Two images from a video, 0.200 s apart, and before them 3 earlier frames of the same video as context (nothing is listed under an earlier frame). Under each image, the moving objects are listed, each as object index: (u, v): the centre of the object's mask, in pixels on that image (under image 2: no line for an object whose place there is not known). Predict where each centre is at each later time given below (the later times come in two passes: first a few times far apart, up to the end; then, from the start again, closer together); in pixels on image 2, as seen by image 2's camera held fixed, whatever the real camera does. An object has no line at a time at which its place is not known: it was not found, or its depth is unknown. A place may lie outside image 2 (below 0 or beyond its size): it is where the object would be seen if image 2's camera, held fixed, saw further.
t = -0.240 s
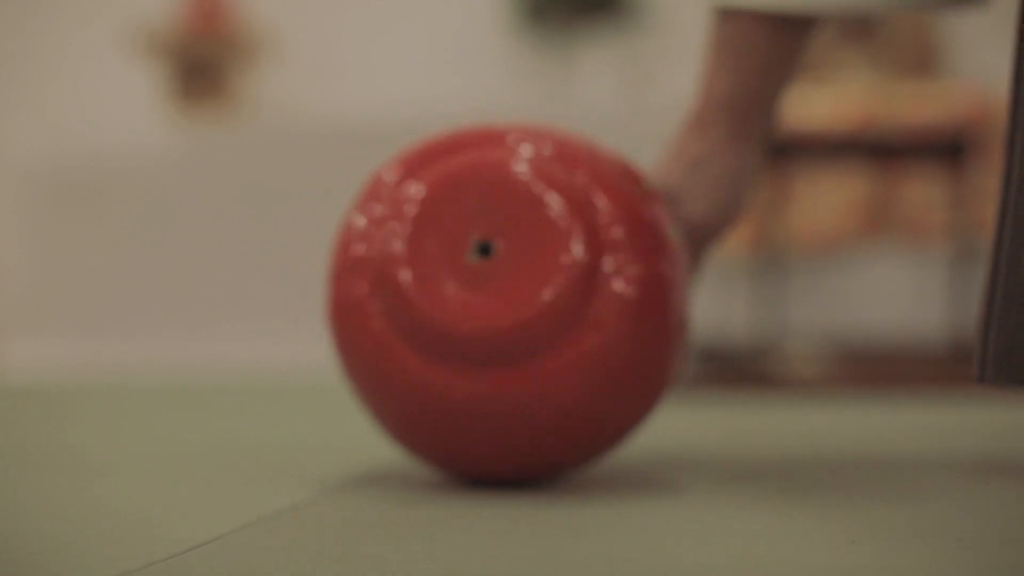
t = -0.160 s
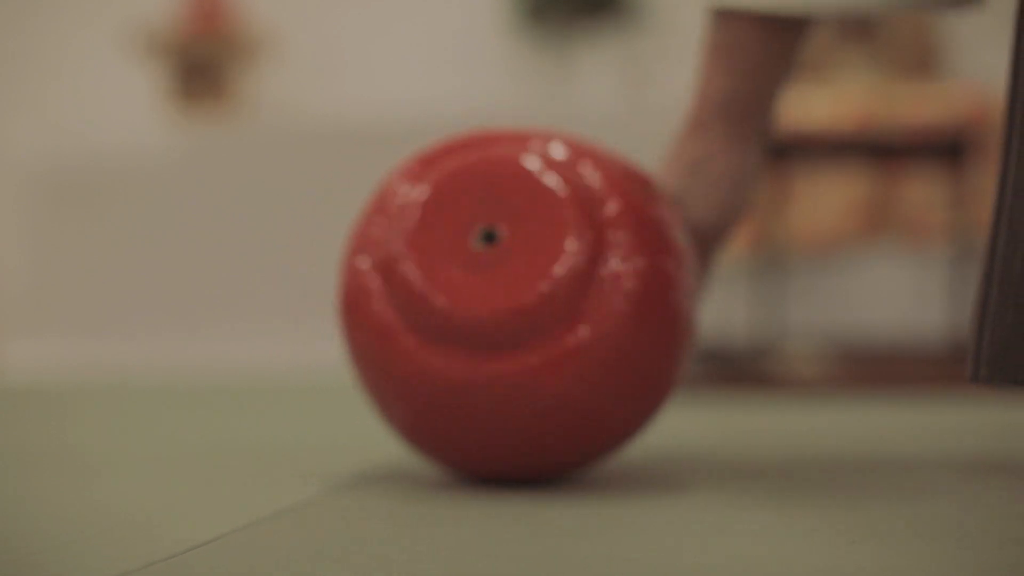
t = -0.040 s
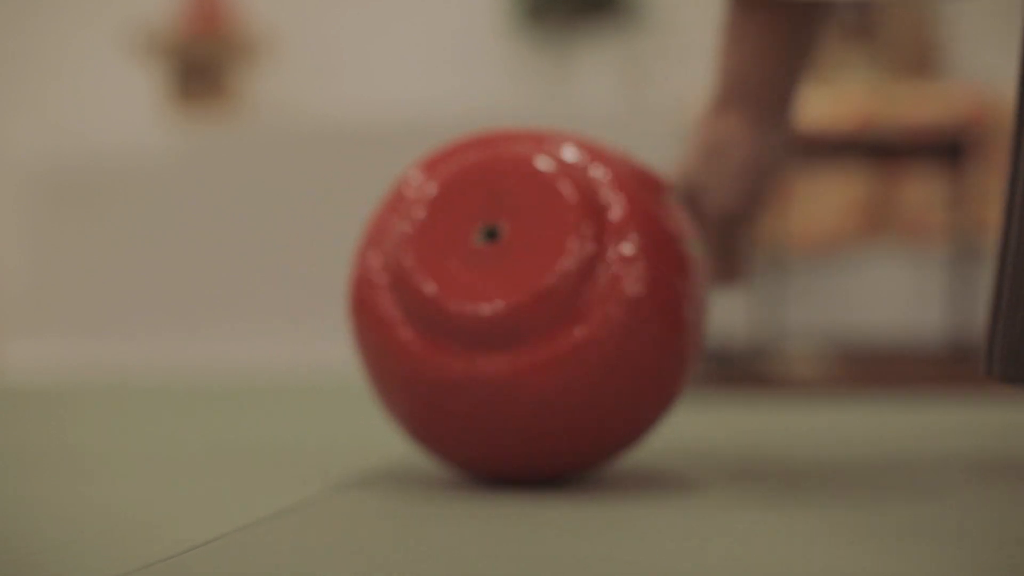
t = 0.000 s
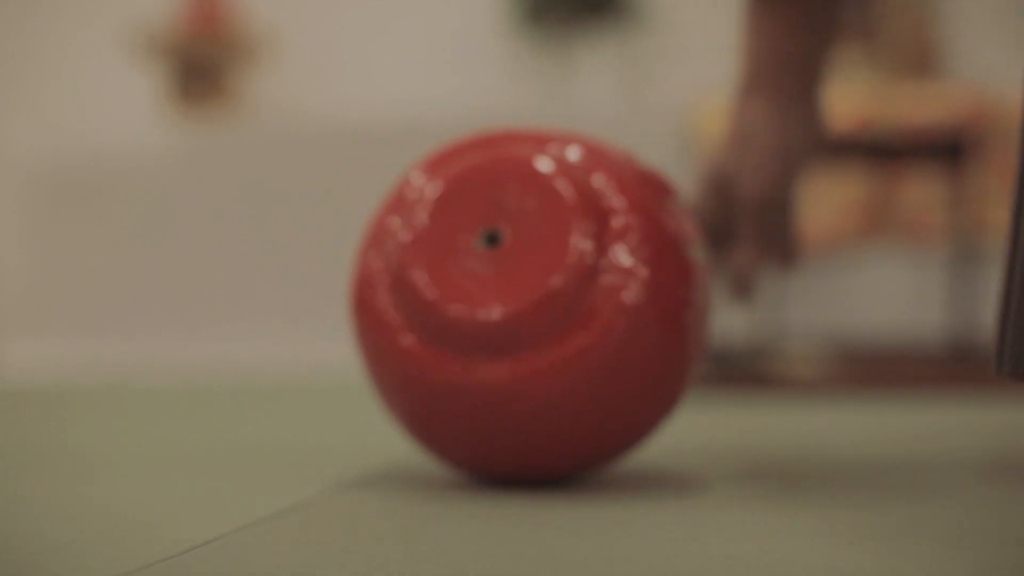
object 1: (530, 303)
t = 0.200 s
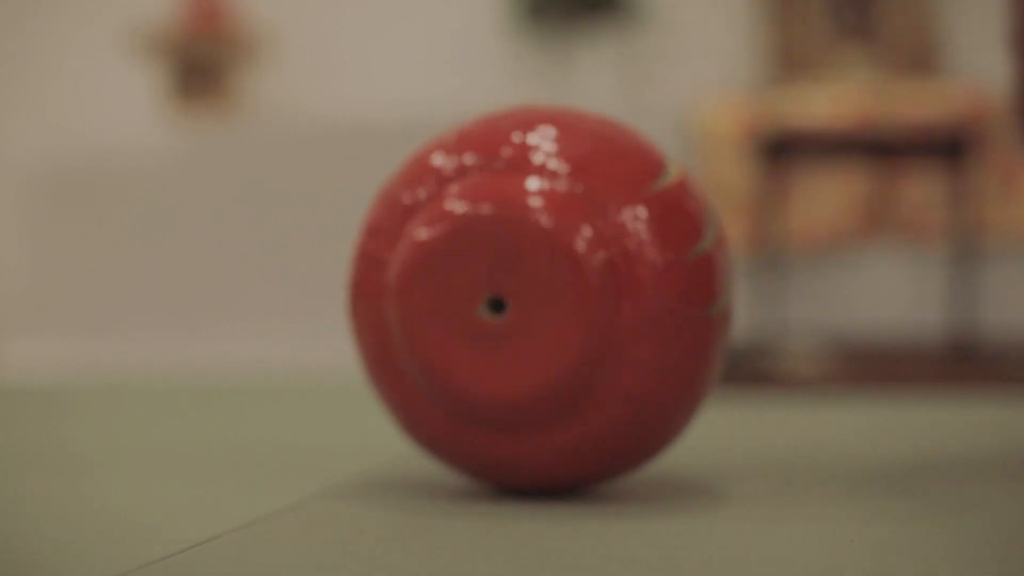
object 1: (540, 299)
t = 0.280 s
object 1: (537, 302)
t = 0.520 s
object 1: (402, 282)
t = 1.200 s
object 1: (451, 288)
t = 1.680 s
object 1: (446, 336)
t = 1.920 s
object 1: (262, 276)
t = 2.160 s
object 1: (454, 326)
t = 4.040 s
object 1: (484, 285)
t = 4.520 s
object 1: (459, 294)
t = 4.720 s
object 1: (484, 286)
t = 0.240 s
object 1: (540, 299)
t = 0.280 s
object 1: (537, 302)
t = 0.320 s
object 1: (535, 301)
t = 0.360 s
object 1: (530, 297)
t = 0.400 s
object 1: (520, 286)
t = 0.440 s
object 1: (495, 291)
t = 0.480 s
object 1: (443, 286)
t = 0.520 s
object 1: (402, 282)
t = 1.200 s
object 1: (451, 288)
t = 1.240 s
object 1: (485, 271)
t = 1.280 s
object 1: (503, 319)
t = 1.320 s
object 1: (521, 314)
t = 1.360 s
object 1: (538, 316)
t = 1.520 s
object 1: (544, 317)
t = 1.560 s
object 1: (530, 318)
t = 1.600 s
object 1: (512, 315)
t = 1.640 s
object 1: (483, 322)
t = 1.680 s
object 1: (446, 336)
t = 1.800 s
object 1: (320, 281)
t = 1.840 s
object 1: (288, 278)
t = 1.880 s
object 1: (262, 277)
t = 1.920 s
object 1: (262, 276)
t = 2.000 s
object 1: (293, 277)
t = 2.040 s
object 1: (329, 323)
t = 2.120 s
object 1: (410, 330)
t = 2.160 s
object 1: (454, 326)
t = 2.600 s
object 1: (506, 275)
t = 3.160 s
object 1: (473, 289)
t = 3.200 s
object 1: (482, 284)
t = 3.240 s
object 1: (488, 279)
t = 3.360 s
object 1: (482, 279)
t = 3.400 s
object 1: (479, 280)
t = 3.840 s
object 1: (475, 288)
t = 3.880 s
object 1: (485, 287)
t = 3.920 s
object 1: (491, 285)
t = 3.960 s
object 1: (496, 283)
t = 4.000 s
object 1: (494, 282)
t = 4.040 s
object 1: (484, 285)
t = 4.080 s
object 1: (470, 291)
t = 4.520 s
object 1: (459, 294)
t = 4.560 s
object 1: (481, 289)
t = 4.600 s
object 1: (492, 284)
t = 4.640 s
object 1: (497, 283)
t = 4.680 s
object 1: (494, 284)
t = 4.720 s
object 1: (484, 286)
